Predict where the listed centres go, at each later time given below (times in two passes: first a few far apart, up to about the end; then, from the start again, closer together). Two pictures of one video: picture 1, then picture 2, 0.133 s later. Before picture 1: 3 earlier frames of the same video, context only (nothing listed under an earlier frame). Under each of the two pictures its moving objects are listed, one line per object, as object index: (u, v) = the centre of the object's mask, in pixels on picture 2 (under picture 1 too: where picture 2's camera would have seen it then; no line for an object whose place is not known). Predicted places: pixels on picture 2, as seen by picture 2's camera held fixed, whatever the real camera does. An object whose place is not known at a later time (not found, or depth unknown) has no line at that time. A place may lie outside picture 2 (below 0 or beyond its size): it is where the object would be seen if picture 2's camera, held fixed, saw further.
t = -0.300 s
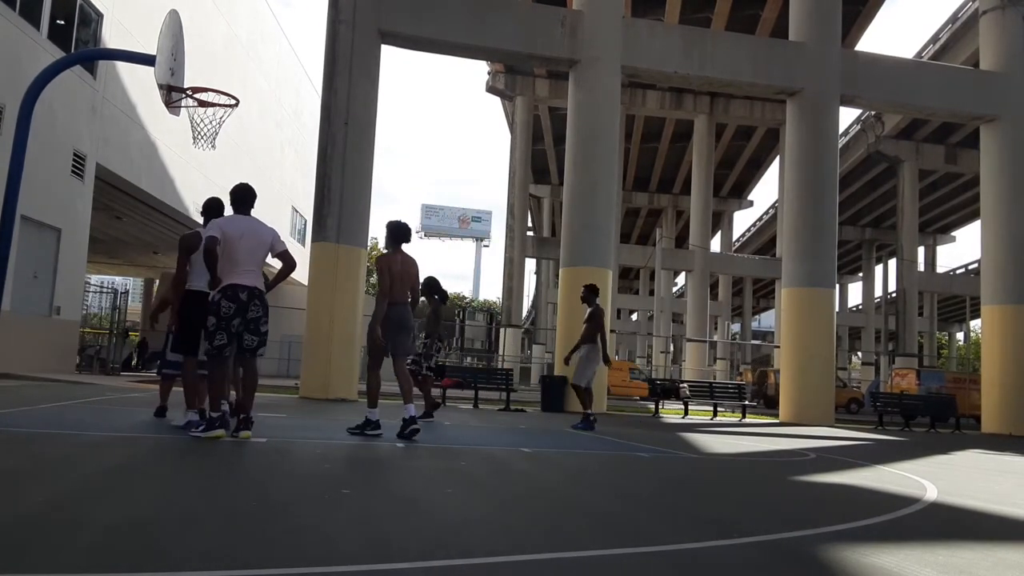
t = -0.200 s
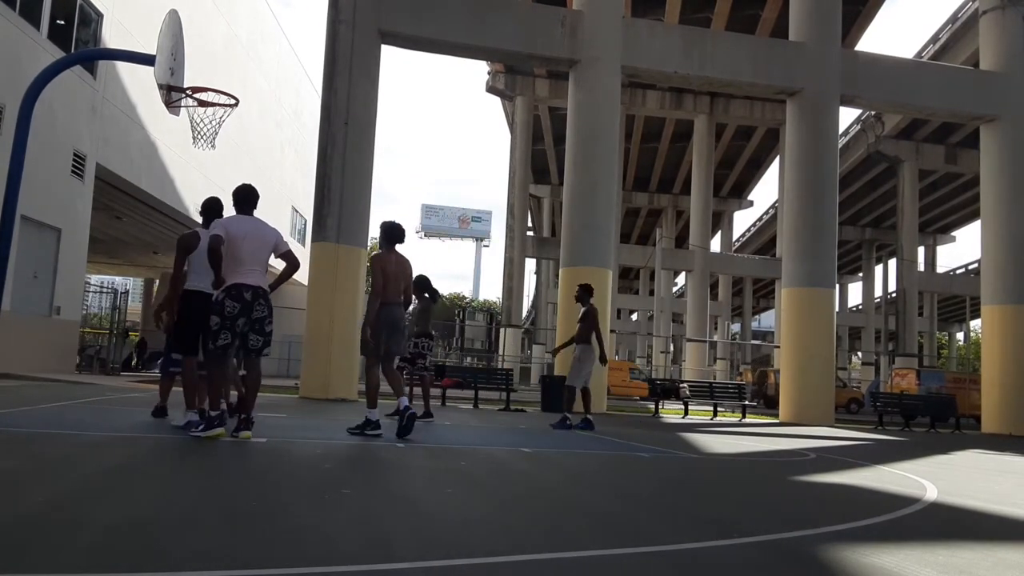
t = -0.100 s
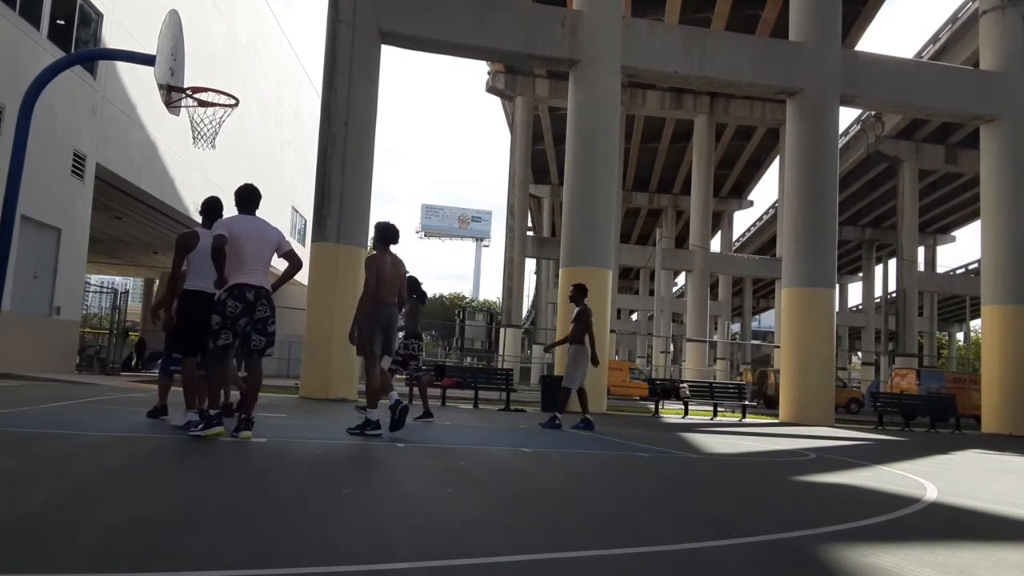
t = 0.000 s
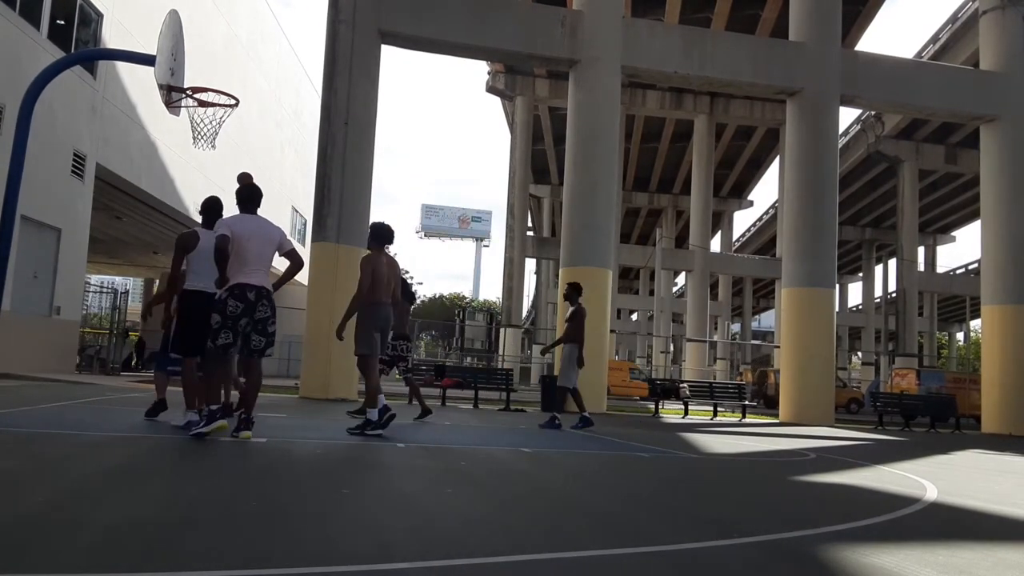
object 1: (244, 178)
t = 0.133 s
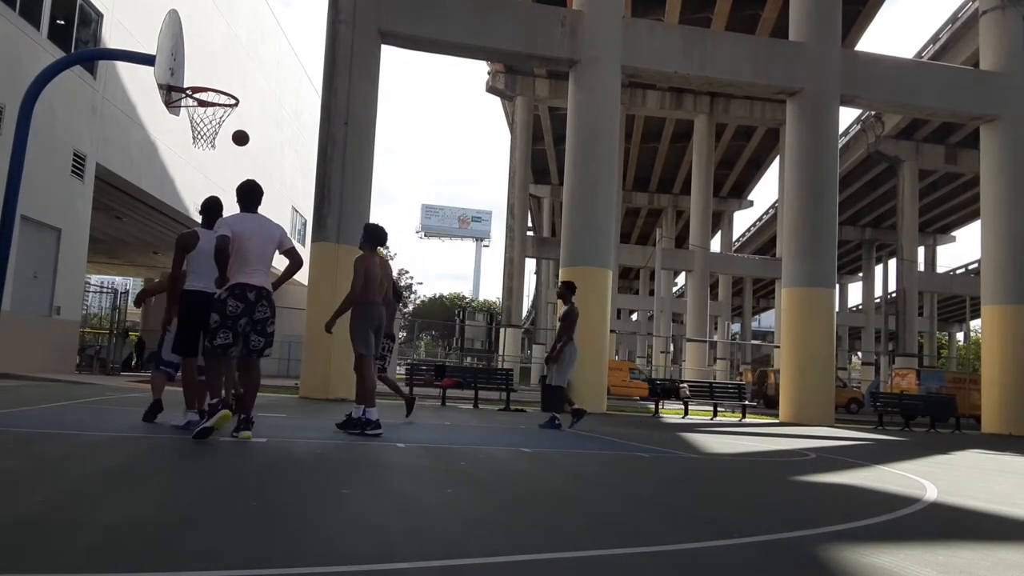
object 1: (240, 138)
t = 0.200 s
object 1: (237, 119)
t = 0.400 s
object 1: (225, 76)
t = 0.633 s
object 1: (204, 54)
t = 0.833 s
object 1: (229, 57)
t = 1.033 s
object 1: (314, 76)
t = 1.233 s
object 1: (384, 124)
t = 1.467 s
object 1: (453, 211)
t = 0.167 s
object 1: (239, 129)
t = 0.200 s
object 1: (237, 119)
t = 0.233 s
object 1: (236, 111)
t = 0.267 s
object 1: (234, 103)
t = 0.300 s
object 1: (232, 95)
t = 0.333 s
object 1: (230, 88)
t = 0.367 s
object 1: (228, 82)
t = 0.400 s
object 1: (225, 76)
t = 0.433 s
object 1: (223, 71)
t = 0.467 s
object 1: (220, 66)
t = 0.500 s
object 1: (217, 62)
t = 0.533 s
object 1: (215, 59)
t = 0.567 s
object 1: (211, 57)
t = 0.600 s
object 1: (208, 55)
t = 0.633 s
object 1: (204, 54)
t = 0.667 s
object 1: (200, 55)
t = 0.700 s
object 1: (196, 56)
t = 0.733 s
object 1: (193, 58)
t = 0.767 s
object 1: (197, 58)
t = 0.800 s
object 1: (214, 57)
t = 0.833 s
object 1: (229, 57)
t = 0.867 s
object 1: (244, 58)
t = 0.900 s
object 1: (259, 60)
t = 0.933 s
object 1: (273, 62)
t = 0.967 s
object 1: (287, 66)
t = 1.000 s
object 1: (300, 70)
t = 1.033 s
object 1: (314, 76)
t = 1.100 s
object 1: (339, 89)
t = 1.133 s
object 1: (351, 97)
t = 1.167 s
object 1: (362, 105)
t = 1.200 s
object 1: (373, 114)
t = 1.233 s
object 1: (384, 124)
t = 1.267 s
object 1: (394, 134)
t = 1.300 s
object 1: (405, 145)
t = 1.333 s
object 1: (415, 158)
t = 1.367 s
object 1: (425, 171)
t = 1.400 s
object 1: (435, 184)
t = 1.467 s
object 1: (453, 211)
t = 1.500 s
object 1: (463, 227)
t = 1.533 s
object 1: (471, 242)
